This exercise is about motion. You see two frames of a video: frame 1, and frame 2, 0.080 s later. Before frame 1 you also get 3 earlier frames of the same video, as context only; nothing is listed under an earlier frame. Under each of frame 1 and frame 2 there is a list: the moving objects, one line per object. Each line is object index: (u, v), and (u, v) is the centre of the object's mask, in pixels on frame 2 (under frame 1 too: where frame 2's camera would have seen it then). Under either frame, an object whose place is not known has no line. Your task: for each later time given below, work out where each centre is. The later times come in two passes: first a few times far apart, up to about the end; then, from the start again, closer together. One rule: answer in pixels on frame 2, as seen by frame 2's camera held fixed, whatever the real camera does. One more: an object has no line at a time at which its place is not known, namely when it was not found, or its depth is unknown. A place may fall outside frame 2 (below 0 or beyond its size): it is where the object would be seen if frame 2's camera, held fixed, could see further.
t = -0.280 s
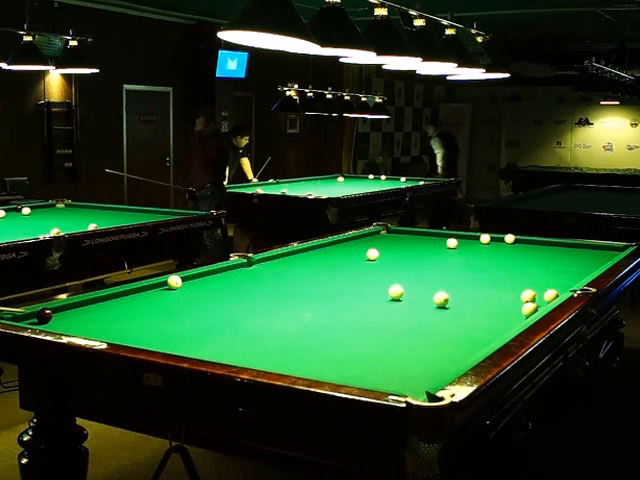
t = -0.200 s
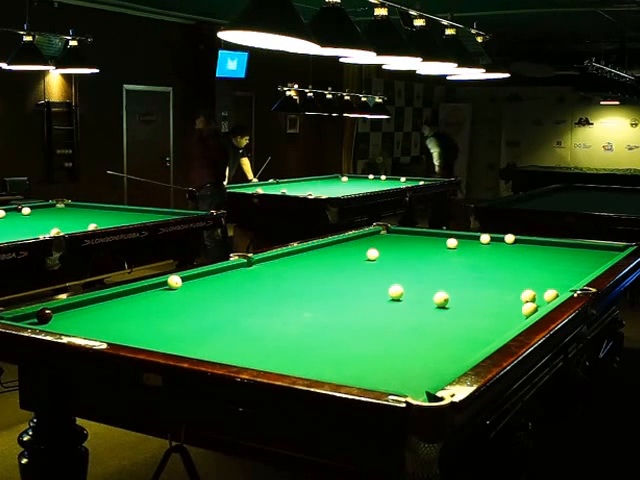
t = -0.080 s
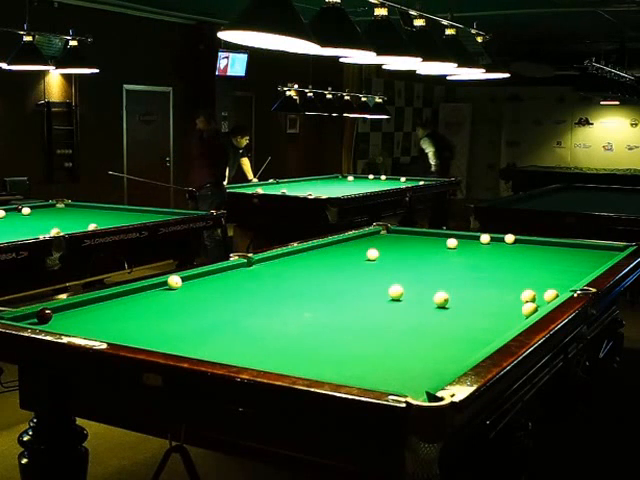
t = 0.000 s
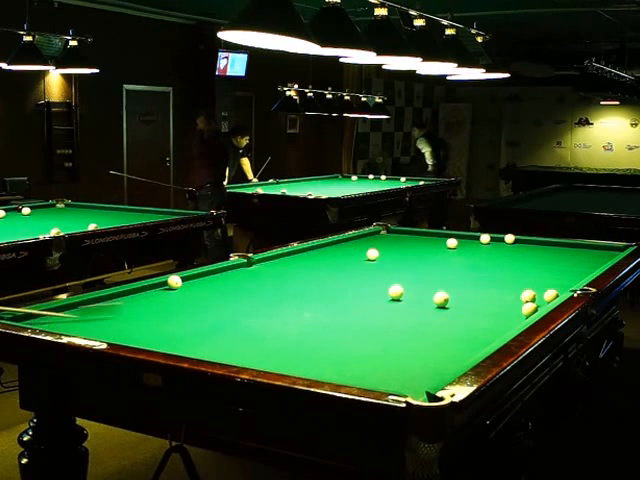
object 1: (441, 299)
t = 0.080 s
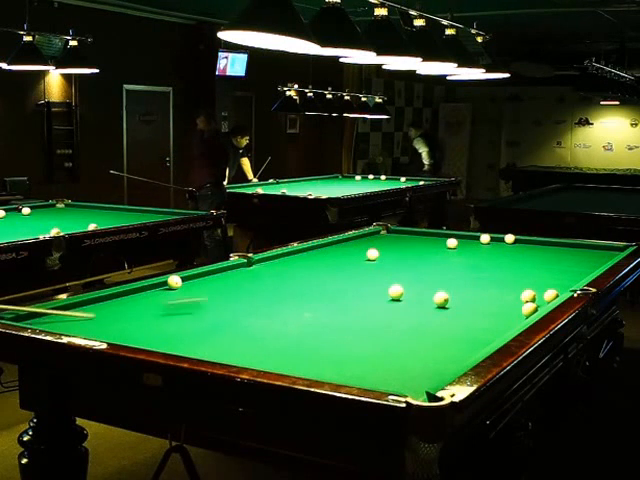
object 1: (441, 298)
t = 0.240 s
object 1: (441, 299)
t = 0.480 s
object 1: (441, 299)
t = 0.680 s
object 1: (441, 299)
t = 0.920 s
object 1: (441, 299)
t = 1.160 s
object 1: (441, 299)
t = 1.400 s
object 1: (441, 299)
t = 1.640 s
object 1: (440, 298)
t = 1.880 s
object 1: (441, 298)
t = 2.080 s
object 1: (441, 299)
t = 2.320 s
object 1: (441, 299)
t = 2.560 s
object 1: (441, 298)
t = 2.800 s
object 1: (441, 299)
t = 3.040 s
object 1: (441, 299)
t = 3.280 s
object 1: (441, 298)
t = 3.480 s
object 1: (441, 298)
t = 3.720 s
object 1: (441, 298)
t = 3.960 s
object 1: (441, 299)
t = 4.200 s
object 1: (441, 298)
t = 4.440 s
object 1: (441, 298)
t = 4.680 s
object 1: (441, 298)
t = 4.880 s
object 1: (441, 299)
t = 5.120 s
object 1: (441, 299)
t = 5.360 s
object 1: (441, 299)
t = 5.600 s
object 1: (441, 299)
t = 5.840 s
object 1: (441, 299)
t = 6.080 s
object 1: (441, 299)
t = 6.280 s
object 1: (442, 298)
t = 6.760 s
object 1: (444, 293)
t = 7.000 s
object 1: (446, 291)
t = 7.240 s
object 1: (448, 289)
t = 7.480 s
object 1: (449, 287)
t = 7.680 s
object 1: (450, 285)
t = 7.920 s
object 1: (451, 283)
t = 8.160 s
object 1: (453, 282)
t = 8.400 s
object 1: (454, 280)
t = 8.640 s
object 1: (455, 279)
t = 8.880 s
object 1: (455, 278)
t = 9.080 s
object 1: (455, 278)
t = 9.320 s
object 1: (455, 277)
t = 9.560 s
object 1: (455, 276)
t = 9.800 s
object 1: (454, 275)
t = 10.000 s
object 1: (454, 275)
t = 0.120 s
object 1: (441, 298)
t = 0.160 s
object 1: (441, 298)
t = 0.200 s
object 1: (441, 299)
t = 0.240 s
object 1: (441, 299)
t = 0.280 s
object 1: (441, 299)
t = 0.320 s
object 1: (441, 299)
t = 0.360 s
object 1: (441, 299)
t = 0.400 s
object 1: (441, 299)
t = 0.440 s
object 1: (441, 299)
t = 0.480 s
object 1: (441, 299)
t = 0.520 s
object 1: (441, 299)
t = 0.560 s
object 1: (441, 299)
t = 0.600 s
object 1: (441, 299)
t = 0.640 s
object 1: (441, 299)
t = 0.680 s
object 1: (441, 299)
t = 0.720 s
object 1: (441, 299)
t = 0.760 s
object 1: (441, 299)
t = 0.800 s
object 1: (441, 299)
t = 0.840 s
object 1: (441, 299)
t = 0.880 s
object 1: (441, 299)
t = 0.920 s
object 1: (441, 299)
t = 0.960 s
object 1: (441, 299)
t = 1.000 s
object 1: (441, 299)
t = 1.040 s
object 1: (441, 299)
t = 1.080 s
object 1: (441, 299)
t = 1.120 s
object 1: (441, 299)
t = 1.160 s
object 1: (441, 299)
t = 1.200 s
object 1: (441, 299)
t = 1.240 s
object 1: (441, 299)
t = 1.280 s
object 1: (441, 299)
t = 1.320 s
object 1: (441, 299)
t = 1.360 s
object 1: (441, 299)
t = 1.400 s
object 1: (441, 299)
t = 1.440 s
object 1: (441, 299)
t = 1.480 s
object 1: (441, 299)
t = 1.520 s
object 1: (441, 299)
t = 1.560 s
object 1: (441, 299)
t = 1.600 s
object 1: (441, 298)
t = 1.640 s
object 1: (440, 298)
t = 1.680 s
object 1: (440, 298)
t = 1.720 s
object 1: (440, 297)
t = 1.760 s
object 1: (440, 297)
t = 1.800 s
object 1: (440, 297)
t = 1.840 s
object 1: (441, 298)
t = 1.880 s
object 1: (441, 298)
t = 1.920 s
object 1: (441, 298)
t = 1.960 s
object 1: (441, 299)
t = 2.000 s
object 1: (441, 299)
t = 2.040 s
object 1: (441, 299)
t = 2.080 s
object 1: (441, 299)
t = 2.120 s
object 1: (441, 299)
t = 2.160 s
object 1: (441, 299)
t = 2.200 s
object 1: (441, 299)
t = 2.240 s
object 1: (441, 299)
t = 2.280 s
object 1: (441, 298)
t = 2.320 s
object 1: (441, 299)
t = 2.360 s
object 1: (441, 298)
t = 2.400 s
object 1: (441, 298)
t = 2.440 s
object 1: (441, 299)
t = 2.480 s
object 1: (441, 299)
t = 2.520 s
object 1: (441, 299)
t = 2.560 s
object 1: (441, 298)
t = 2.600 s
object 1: (441, 298)
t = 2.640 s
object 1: (441, 299)
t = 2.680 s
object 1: (441, 299)
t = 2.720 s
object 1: (441, 299)
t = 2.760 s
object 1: (441, 299)
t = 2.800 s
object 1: (441, 299)
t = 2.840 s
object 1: (441, 299)
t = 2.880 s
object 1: (441, 299)
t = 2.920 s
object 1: (441, 299)
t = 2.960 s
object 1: (441, 299)
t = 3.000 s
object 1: (441, 299)
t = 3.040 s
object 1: (441, 299)
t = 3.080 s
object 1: (441, 298)
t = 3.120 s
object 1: (441, 298)
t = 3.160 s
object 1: (441, 298)
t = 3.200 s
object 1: (441, 298)
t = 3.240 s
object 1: (441, 299)
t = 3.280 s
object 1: (441, 298)
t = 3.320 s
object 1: (441, 298)
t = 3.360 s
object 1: (441, 298)
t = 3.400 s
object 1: (441, 298)
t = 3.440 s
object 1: (441, 298)
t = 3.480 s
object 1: (441, 298)
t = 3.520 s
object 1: (441, 298)
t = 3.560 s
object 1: (441, 298)
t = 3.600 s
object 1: (441, 298)
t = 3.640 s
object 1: (441, 298)
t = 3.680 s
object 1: (441, 298)
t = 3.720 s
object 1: (441, 298)
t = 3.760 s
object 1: (441, 298)
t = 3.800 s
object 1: (441, 299)
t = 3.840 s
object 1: (441, 298)
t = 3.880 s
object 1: (441, 299)
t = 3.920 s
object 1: (441, 298)
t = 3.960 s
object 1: (441, 299)
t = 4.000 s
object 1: (441, 299)
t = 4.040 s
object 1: (441, 299)
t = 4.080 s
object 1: (441, 299)
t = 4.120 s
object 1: (441, 298)
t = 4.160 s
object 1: (441, 299)
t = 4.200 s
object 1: (441, 298)
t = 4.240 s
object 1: (441, 298)
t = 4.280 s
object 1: (441, 298)
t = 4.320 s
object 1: (441, 299)
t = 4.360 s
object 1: (441, 299)
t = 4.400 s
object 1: (441, 298)
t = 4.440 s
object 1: (441, 298)
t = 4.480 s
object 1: (441, 298)
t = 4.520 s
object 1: (441, 299)
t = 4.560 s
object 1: (441, 298)
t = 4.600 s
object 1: (441, 298)
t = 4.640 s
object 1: (441, 298)
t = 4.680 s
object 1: (441, 298)
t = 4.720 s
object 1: (441, 298)
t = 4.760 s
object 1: (441, 298)
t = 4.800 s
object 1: (441, 299)
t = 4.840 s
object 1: (441, 298)
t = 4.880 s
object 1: (441, 299)
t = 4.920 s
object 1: (441, 299)
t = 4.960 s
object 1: (441, 298)
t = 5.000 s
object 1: (441, 299)
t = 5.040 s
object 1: (441, 298)
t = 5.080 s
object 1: (441, 298)
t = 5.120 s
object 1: (441, 299)
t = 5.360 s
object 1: (441, 299)
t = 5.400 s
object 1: (441, 298)
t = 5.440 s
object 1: (441, 299)
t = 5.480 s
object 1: (441, 299)
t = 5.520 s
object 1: (441, 299)
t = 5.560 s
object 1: (441, 299)
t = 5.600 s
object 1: (441, 299)
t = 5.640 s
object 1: (441, 299)
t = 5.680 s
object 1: (441, 299)
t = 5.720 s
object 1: (441, 299)
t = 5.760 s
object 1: (441, 299)
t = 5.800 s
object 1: (441, 299)
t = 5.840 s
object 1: (441, 299)
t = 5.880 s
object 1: (441, 299)
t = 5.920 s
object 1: (441, 299)
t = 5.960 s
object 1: (441, 299)
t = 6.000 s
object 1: (441, 299)
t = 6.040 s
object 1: (441, 299)
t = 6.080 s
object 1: (441, 299)
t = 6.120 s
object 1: (441, 299)
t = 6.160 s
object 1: (441, 299)
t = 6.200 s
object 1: (441, 299)
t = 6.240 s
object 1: (441, 298)
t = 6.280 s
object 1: (442, 298)
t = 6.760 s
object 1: (444, 293)
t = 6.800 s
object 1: (445, 292)
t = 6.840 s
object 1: (445, 292)
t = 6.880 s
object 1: (445, 292)
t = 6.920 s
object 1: (445, 292)
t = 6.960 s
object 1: (446, 291)
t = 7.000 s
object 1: (446, 291)
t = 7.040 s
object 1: (447, 290)
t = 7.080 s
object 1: (447, 290)
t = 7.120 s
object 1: (447, 290)
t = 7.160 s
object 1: (447, 290)
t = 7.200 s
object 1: (447, 289)
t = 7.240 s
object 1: (448, 289)
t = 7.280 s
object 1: (448, 289)
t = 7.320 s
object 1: (449, 288)
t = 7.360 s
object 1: (449, 288)
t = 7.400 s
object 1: (449, 287)
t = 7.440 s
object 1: (449, 287)
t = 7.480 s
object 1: (449, 287)
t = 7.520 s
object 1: (449, 286)
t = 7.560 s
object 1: (450, 286)
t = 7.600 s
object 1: (450, 286)
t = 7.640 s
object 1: (450, 285)
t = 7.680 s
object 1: (450, 285)
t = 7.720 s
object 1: (450, 285)
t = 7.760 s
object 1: (451, 285)
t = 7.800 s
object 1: (451, 284)
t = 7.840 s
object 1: (451, 284)
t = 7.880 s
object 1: (451, 283)
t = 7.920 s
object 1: (451, 283)
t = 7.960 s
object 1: (452, 283)
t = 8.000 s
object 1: (452, 283)
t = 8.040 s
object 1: (452, 283)
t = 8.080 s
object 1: (453, 282)
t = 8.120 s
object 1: (452, 282)
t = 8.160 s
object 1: (453, 282)
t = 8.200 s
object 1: (453, 281)
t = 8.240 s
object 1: (453, 281)
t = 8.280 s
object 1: (453, 281)
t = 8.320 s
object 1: (454, 280)
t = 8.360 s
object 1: (454, 280)
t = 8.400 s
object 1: (454, 280)
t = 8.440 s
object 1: (454, 280)
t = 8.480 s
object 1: (454, 280)
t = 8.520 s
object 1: (454, 280)
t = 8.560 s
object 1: (454, 280)
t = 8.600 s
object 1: (454, 280)
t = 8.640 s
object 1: (455, 279)
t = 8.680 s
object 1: (455, 279)
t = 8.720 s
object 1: (455, 279)
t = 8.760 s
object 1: (455, 279)
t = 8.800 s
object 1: (455, 278)
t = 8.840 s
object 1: (455, 279)
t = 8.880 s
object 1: (455, 278)
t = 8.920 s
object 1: (455, 278)
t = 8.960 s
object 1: (455, 278)
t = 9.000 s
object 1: (455, 278)
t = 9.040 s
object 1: (455, 278)
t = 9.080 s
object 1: (455, 278)
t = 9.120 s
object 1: (455, 278)
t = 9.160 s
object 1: (455, 278)
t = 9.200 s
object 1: (455, 277)
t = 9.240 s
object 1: (455, 277)
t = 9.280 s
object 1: (455, 277)
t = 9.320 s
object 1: (455, 277)
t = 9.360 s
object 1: (455, 276)
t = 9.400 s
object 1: (455, 276)
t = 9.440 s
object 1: (455, 276)
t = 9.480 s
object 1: (455, 276)
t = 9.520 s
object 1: (455, 276)
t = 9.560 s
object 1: (455, 276)
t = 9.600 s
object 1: (455, 276)
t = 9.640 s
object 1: (455, 276)
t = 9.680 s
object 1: (455, 276)
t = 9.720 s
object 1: (455, 276)
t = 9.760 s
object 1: (455, 276)
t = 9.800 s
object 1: (454, 275)
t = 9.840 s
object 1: (454, 275)
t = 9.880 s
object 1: (454, 275)
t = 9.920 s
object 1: (454, 275)
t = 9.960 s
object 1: (454, 275)
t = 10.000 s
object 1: (454, 275)
